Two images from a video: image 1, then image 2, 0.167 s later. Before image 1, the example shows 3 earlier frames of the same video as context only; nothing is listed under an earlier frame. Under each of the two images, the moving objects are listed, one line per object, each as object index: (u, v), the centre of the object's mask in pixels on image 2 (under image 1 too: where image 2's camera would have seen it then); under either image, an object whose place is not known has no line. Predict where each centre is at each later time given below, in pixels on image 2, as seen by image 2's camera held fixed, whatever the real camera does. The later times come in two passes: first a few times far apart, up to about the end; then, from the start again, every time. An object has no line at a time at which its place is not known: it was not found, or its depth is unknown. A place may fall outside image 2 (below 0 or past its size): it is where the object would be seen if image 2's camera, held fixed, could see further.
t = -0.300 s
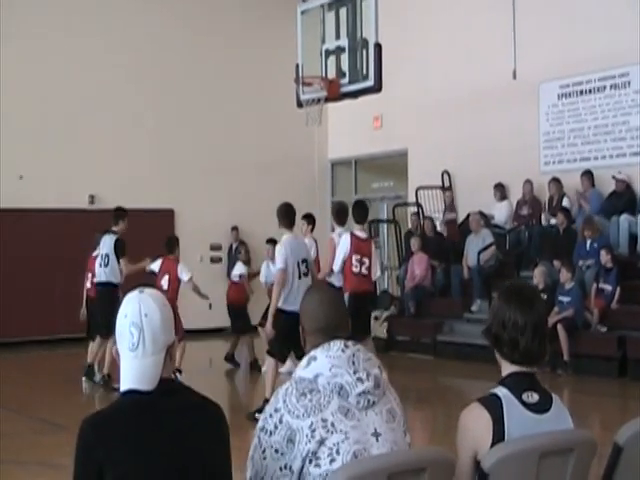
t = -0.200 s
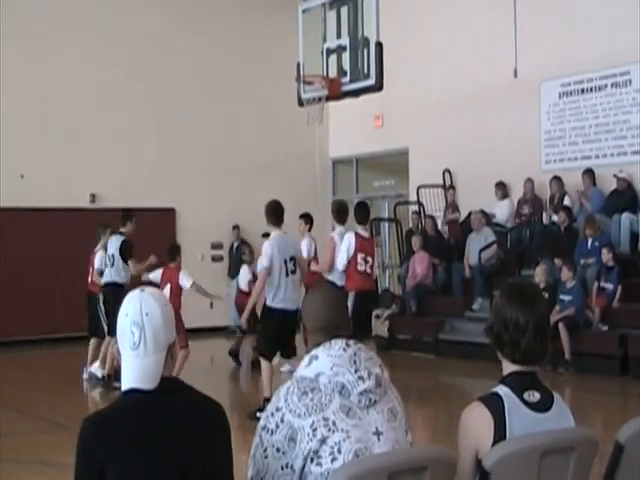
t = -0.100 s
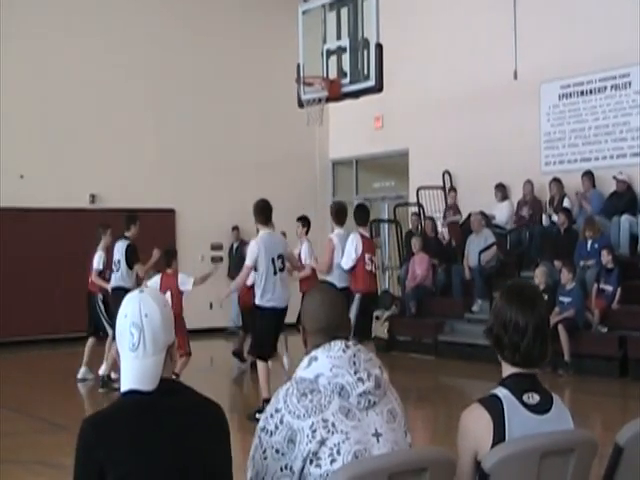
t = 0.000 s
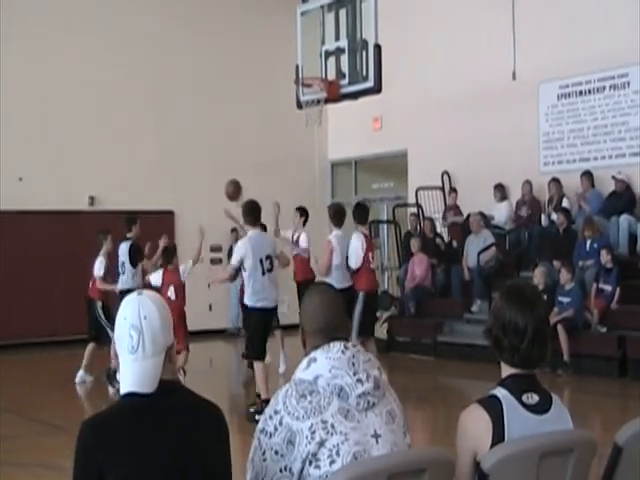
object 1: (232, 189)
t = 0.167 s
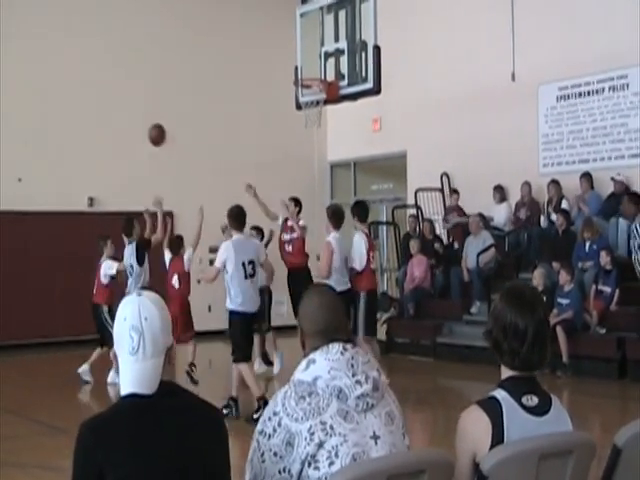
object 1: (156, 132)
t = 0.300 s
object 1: (93, 105)
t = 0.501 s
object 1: (-5, 95)
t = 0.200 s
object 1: (141, 124)
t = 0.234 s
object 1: (125, 117)
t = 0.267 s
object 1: (109, 111)
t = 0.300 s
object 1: (93, 105)
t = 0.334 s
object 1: (77, 101)
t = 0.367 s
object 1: (60, 98)
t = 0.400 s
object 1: (44, 96)
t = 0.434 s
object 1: (27, 95)
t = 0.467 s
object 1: (10, 95)
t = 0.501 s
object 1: (-5, 95)
